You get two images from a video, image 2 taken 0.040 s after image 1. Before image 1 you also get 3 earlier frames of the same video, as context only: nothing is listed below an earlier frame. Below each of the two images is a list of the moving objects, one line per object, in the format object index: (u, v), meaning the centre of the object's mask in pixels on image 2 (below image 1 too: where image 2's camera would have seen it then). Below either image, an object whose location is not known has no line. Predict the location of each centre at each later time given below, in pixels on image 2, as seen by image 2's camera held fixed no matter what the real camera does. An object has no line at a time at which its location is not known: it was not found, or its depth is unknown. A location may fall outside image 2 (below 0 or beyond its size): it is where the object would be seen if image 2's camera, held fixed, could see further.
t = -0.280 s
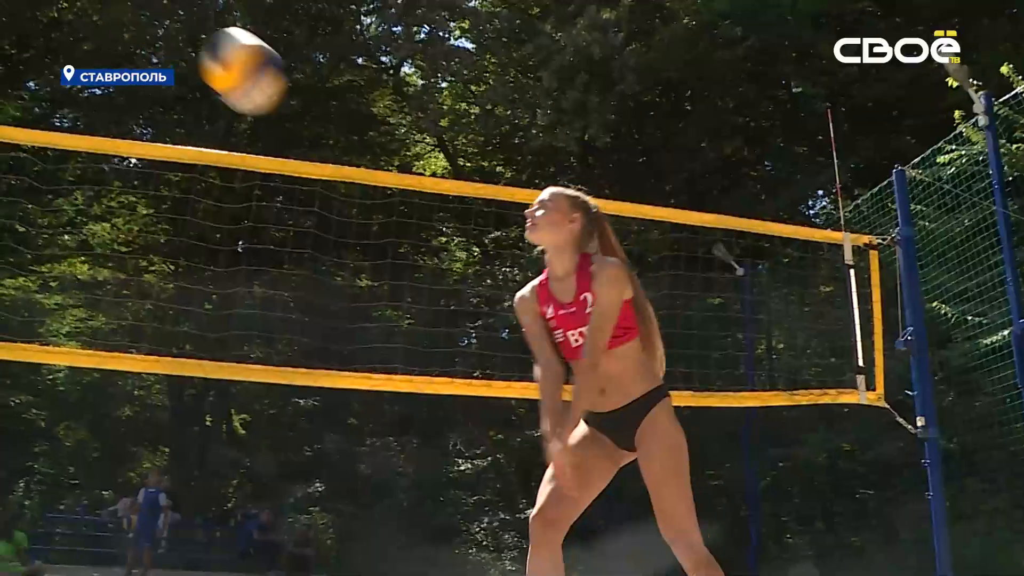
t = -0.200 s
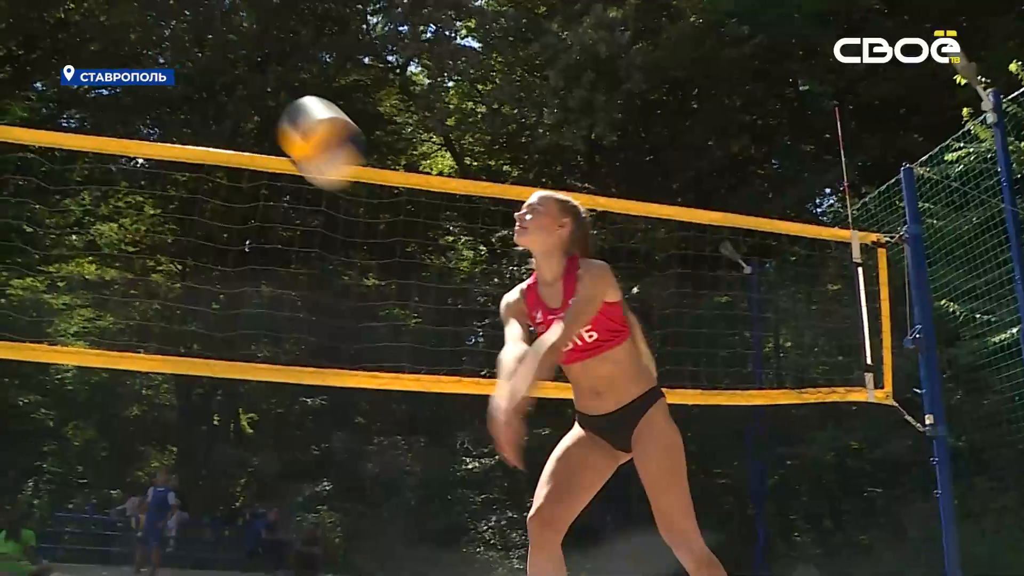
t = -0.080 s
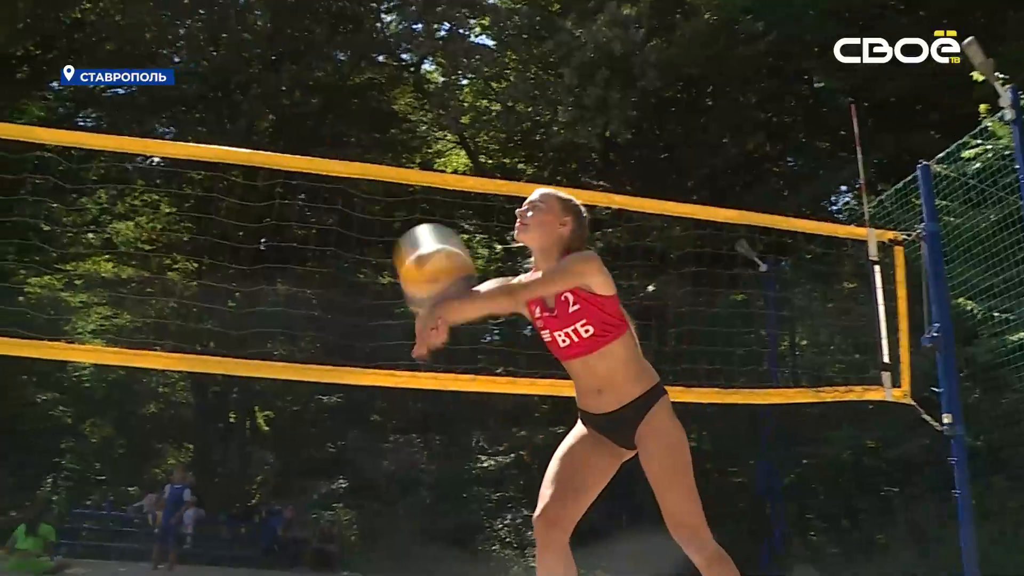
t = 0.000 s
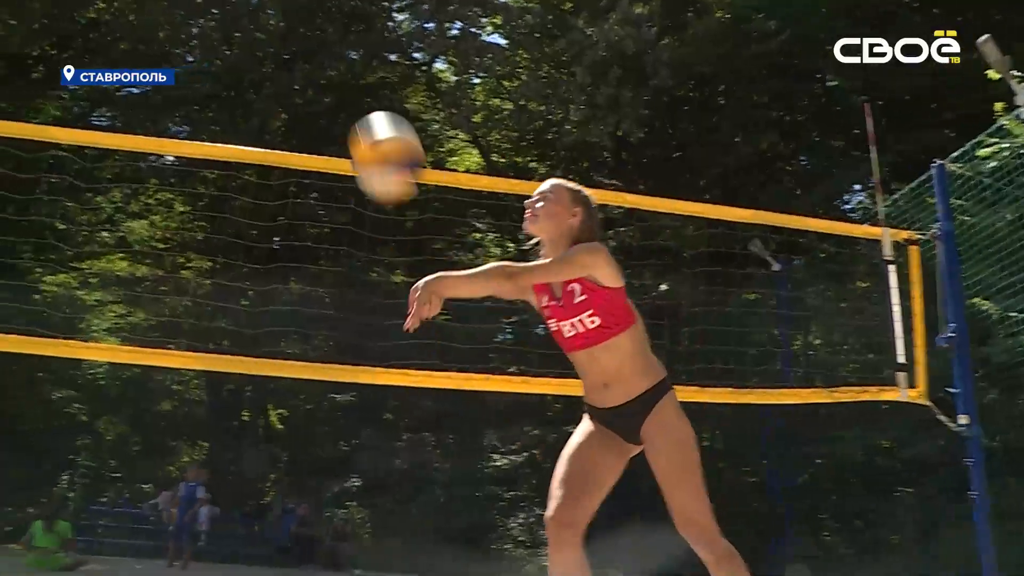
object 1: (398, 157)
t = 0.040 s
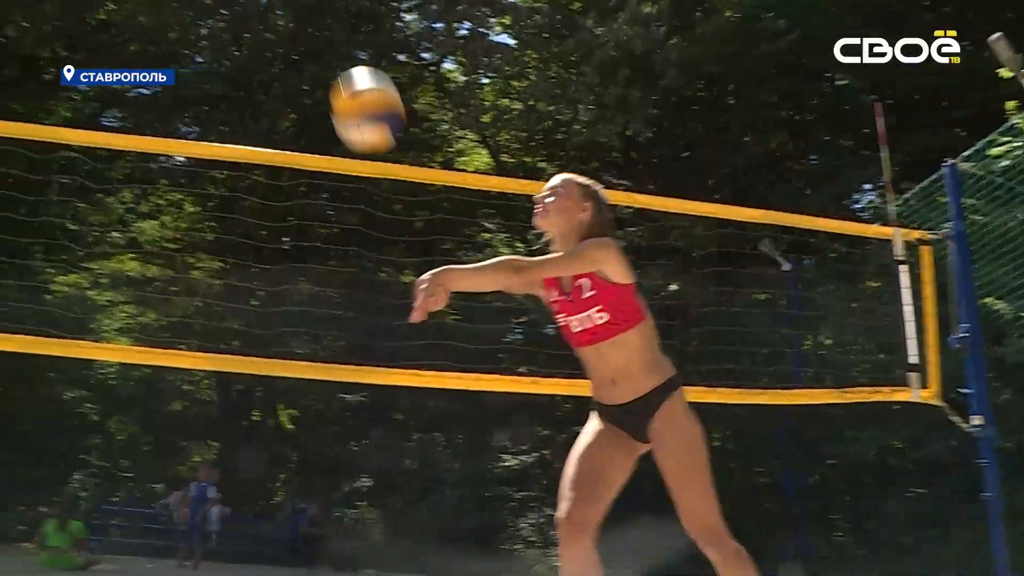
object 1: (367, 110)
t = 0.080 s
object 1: (335, 69)
